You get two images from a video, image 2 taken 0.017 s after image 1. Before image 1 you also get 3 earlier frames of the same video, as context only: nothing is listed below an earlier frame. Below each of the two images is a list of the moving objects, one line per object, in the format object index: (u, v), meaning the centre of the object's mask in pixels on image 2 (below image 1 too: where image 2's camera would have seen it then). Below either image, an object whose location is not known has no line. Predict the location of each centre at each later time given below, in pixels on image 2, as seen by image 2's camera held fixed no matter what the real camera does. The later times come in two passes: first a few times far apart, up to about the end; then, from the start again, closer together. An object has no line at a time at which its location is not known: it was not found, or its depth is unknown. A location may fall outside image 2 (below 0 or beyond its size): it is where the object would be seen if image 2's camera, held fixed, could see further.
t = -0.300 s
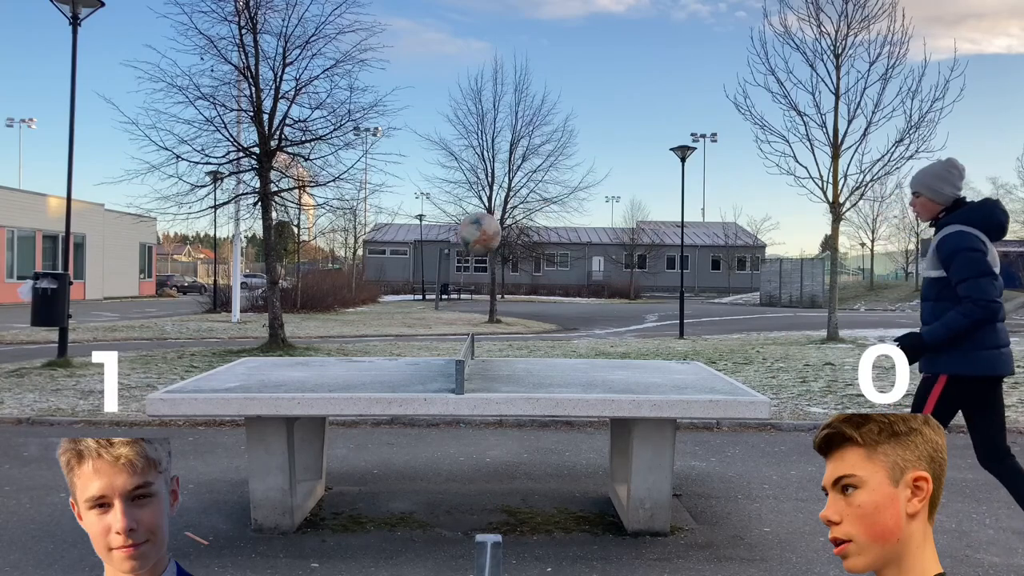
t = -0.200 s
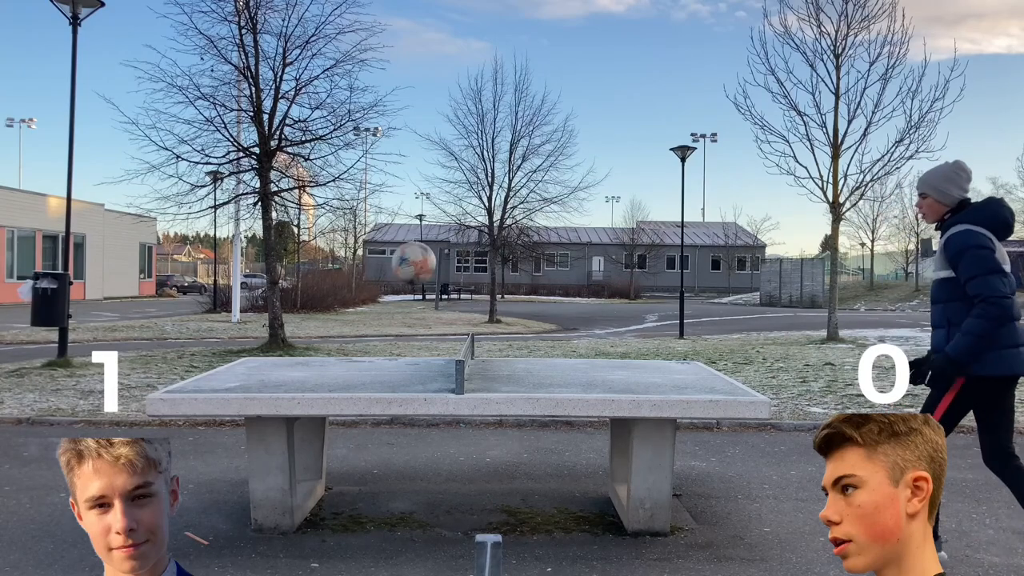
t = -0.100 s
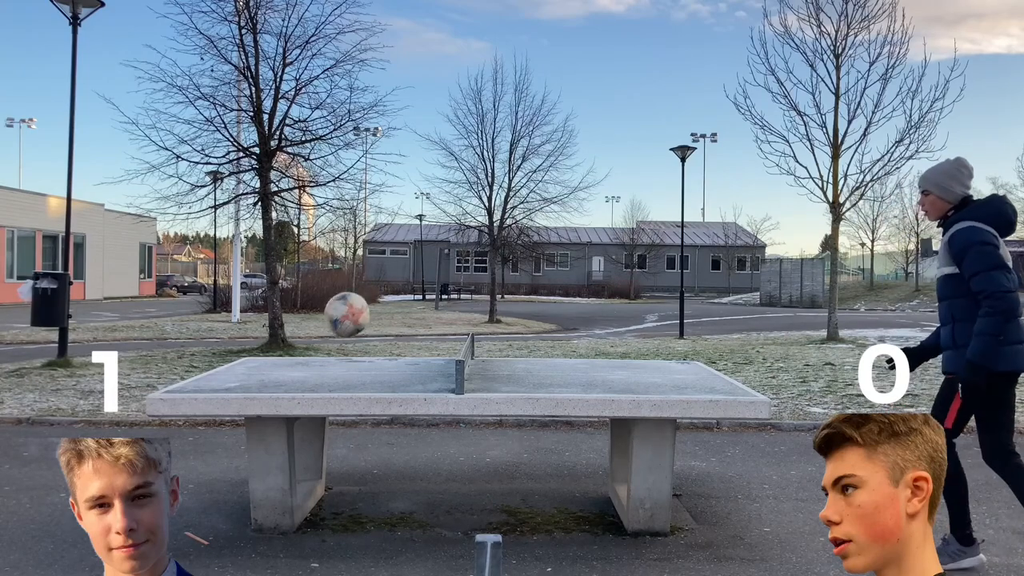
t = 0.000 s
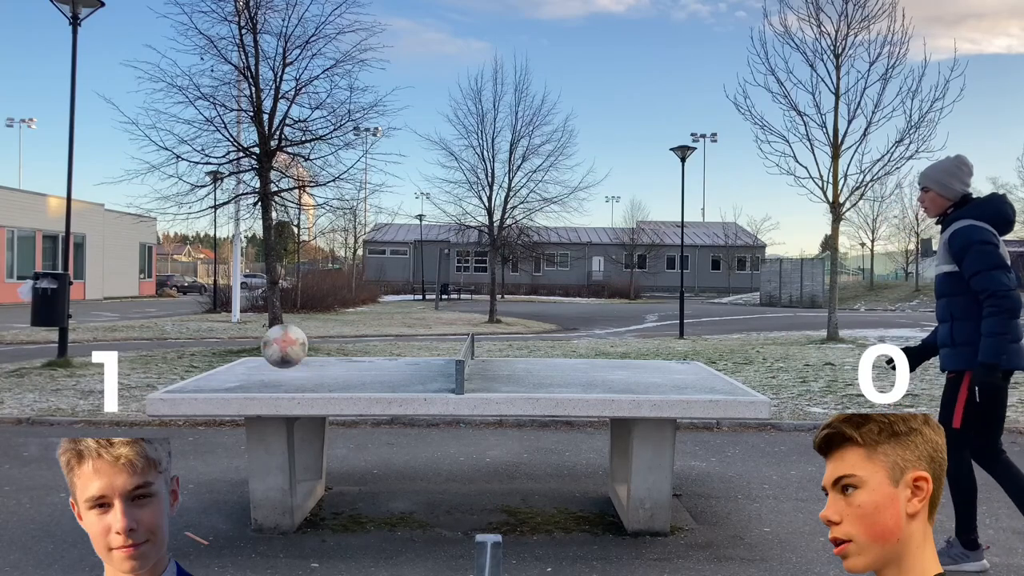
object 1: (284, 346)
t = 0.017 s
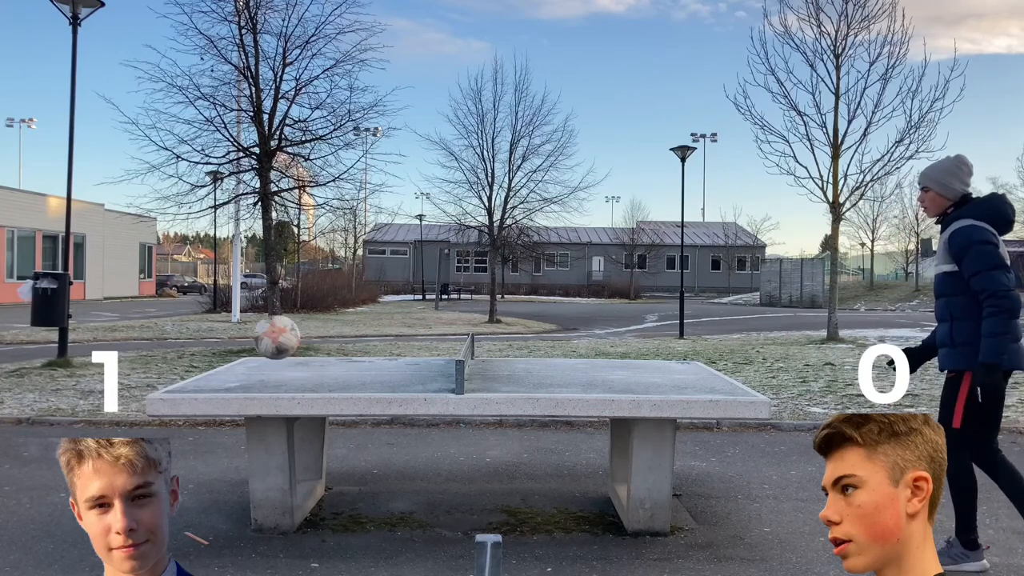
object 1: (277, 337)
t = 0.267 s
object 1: (151, 270)
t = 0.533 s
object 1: (16, 340)
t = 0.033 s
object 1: (269, 329)
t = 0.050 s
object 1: (261, 322)
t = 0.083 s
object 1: (243, 308)
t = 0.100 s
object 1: (235, 302)
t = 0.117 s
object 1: (227, 296)
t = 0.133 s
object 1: (219, 291)
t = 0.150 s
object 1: (211, 287)
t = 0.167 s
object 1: (201, 283)
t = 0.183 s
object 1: (193, 279)
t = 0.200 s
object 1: (184, 276)
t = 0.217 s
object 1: (176, 274)
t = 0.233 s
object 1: (167, 272)
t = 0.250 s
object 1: (159, 272)
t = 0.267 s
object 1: (151, 270)
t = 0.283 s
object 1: (142, 271)
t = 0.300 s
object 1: (133, 271)
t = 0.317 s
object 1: (124, 272)
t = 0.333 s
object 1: (116, 274)
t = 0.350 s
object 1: (107, 277)
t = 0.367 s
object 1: (98, 280)
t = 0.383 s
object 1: (89, 282)
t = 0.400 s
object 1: (81, 286)
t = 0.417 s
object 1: (72, 291)
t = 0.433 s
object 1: (63, 296)
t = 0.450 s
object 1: (54, 302)
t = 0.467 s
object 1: (47, 310)
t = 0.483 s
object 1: (37, 315)
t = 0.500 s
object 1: (27, 323)
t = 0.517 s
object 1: (21, 331)
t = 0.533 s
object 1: (16, 340)
